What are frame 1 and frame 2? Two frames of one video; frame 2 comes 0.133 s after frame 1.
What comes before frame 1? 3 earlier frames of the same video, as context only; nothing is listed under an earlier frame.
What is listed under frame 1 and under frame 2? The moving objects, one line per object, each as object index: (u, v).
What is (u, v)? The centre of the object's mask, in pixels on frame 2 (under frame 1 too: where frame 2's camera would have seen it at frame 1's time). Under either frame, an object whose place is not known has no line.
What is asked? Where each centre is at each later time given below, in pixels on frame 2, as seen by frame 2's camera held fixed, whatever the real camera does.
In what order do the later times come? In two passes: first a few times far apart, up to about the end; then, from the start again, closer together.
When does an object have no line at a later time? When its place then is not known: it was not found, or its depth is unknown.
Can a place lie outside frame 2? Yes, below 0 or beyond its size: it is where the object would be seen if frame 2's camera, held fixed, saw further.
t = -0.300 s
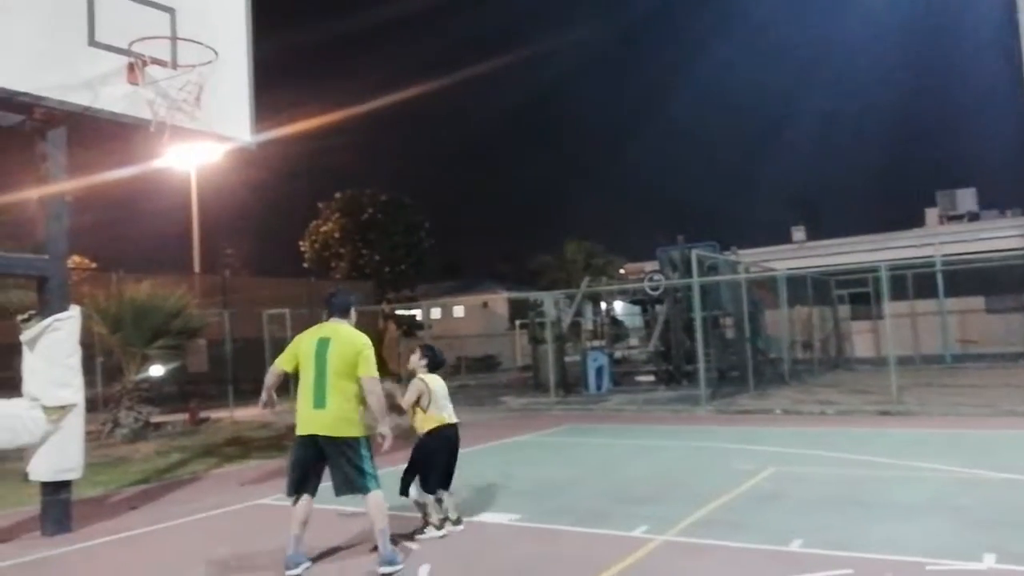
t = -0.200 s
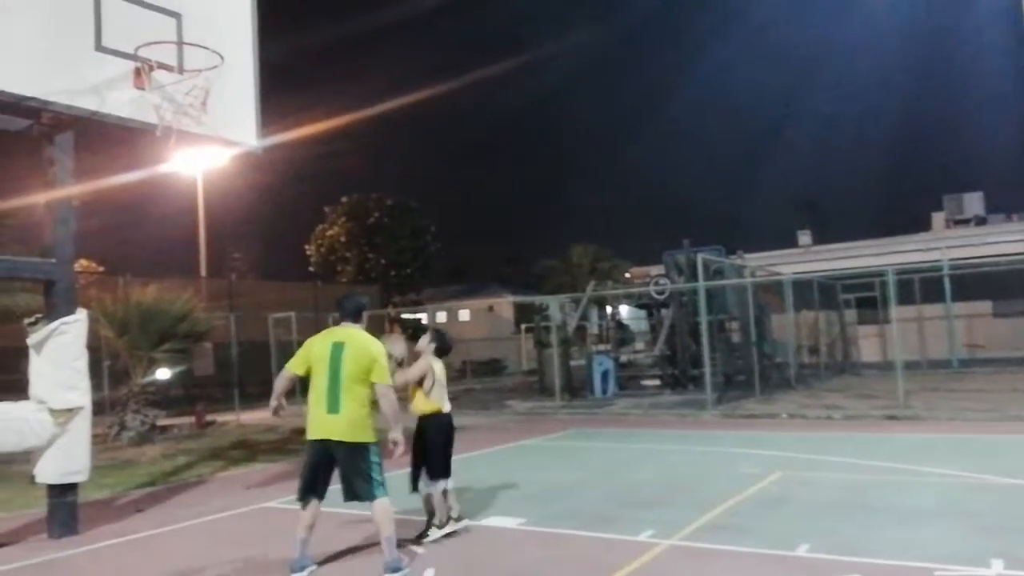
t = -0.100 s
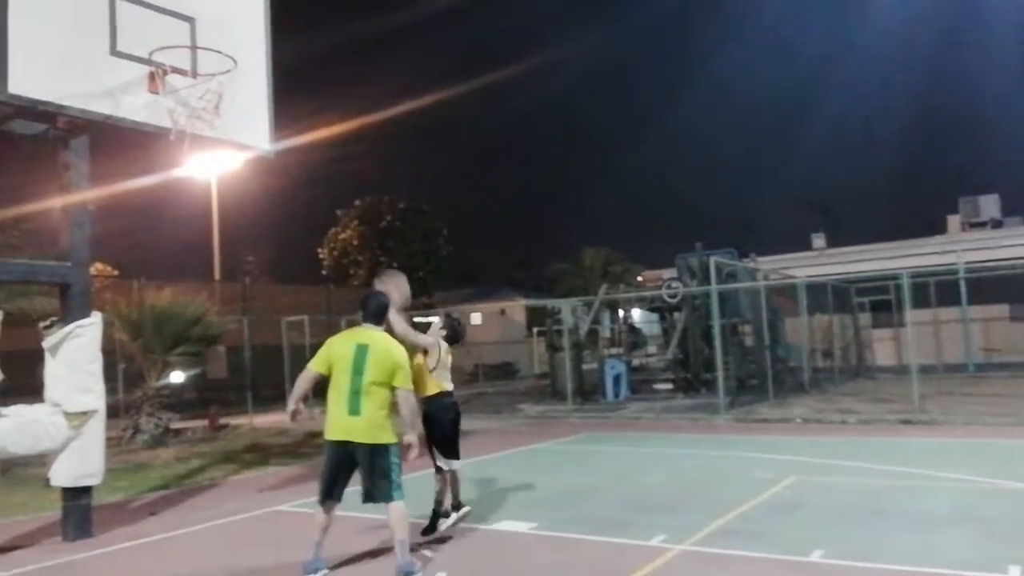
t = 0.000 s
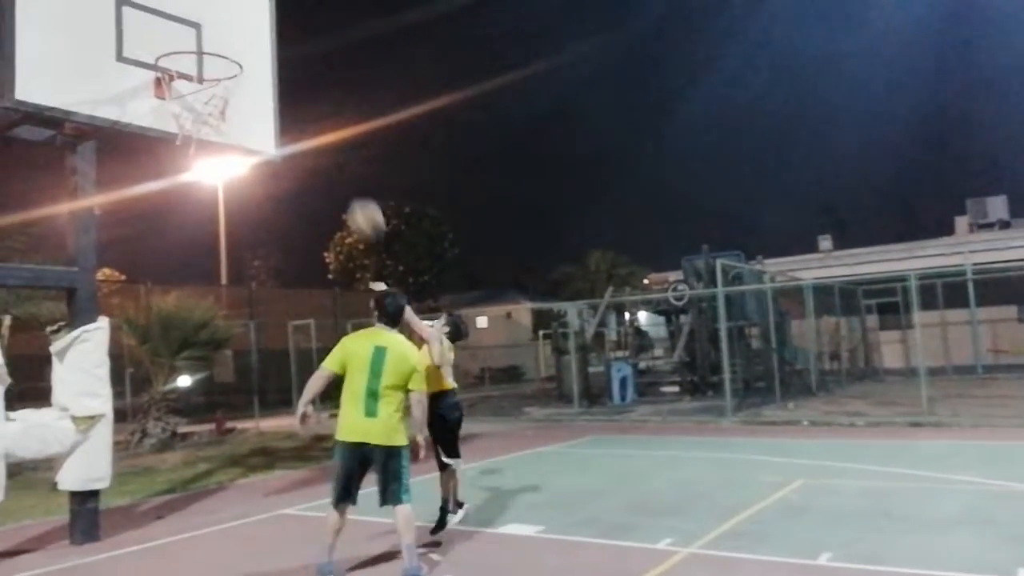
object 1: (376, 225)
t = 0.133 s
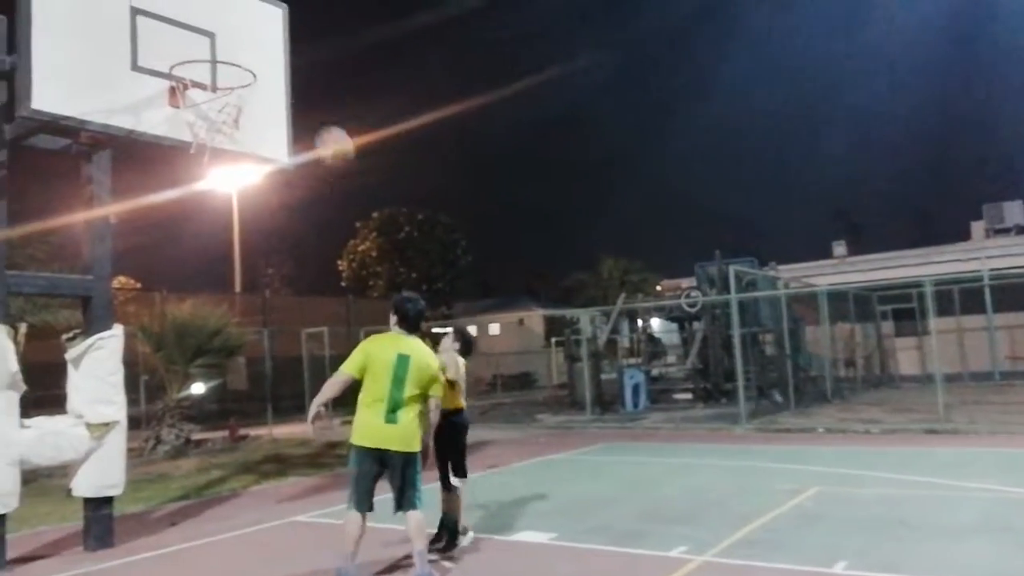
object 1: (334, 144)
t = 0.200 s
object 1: (312, 114)
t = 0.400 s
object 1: (247, 53)
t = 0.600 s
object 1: (215, 45)
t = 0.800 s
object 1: (200, 96)
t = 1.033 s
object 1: (200, 175)
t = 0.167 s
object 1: (322, 129)
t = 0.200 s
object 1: (312, 114)
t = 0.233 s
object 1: (303, 100)
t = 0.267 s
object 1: (291, 88)
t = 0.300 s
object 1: (281, 78)
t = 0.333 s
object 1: (267, 67)
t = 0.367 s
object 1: (257, 60)
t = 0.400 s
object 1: (247, 53)
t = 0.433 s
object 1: (235, 48)
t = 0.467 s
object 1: (225, 45)
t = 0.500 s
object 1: (220, 44)
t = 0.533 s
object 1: (220, 43)
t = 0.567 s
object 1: (217, 43)
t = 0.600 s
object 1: (215, 45)
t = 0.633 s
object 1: (213, 49)
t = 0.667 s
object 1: (212, 53)
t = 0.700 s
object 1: (210, 61)
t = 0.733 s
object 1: (208, 71)
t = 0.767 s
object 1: (208, 83)
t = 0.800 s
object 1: (200, 96)
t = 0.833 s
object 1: (203, 107)
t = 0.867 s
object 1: (203, 115)
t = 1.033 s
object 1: (200, 175)
